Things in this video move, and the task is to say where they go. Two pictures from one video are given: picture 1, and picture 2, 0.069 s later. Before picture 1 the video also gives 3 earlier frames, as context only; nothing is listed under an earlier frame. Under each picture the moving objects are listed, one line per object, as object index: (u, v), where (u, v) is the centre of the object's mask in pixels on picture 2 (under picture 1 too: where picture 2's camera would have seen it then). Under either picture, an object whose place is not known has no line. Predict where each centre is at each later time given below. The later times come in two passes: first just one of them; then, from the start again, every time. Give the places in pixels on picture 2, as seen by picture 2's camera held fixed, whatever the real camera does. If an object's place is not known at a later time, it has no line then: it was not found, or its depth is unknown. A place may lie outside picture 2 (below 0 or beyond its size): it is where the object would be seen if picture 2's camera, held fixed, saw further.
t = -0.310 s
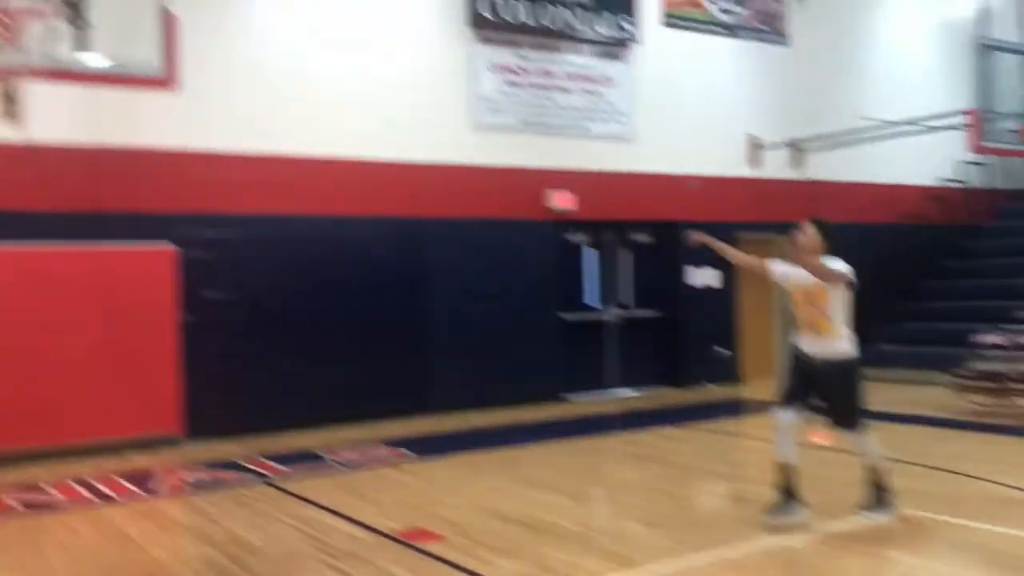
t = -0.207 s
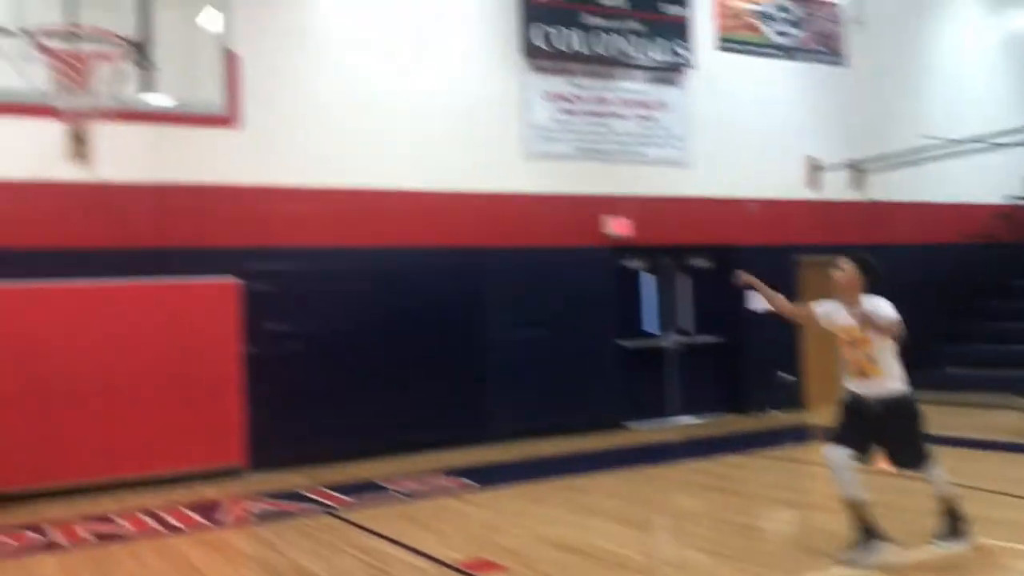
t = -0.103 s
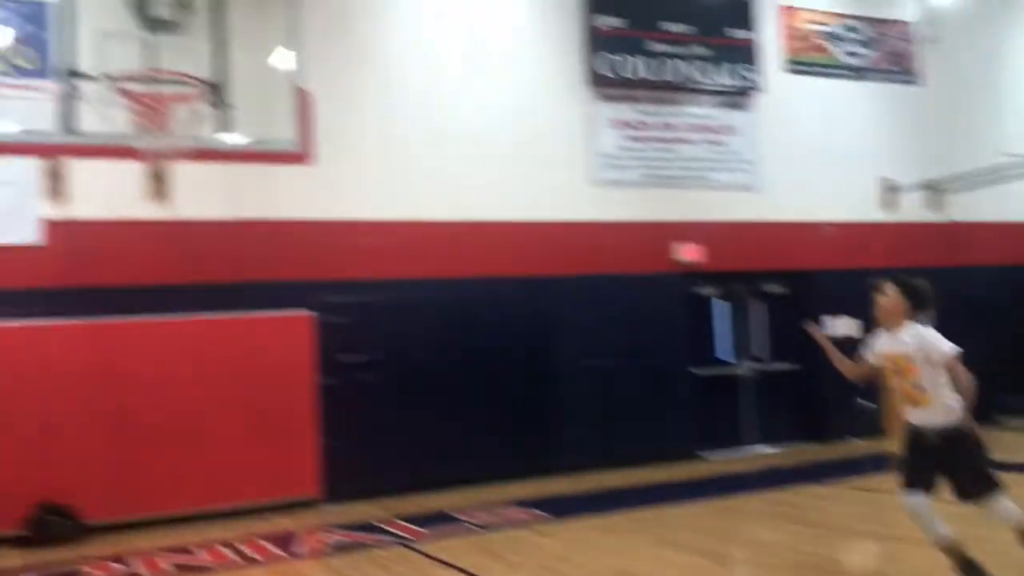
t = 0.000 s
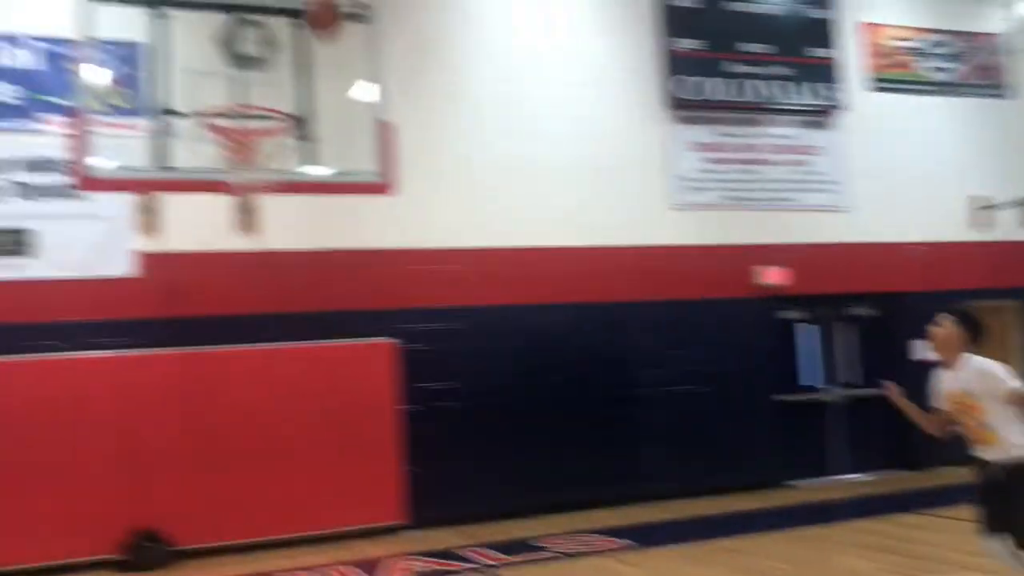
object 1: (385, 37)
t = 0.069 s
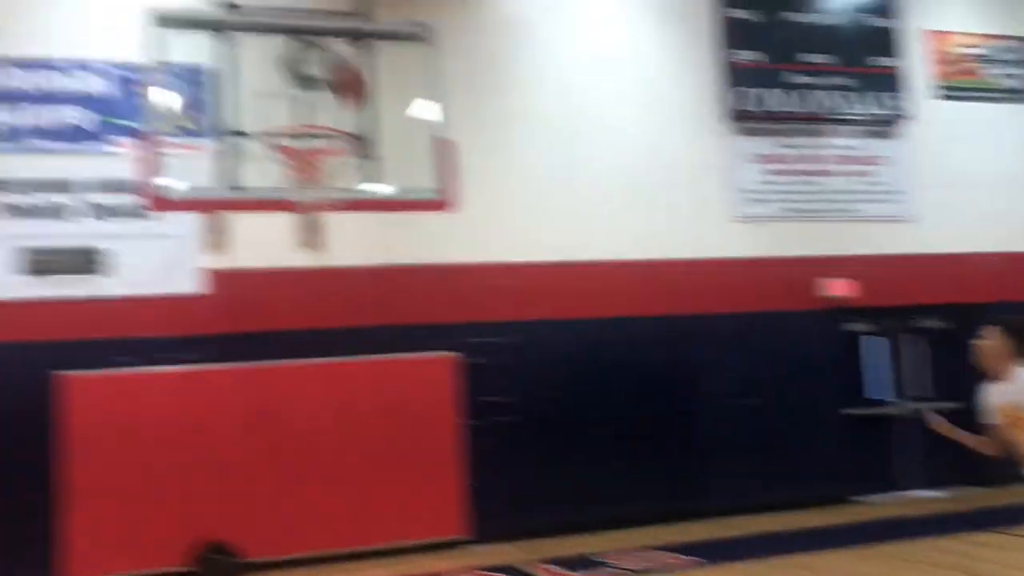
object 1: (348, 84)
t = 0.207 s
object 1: (308, 141)
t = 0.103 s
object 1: (328, 102)
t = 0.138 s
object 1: (313, 133)
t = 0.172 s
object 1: (310, 138)
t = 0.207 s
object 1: (308, 141)
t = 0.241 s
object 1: (314, 151)
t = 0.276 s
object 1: (341, 155)
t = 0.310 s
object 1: (344, 162)
